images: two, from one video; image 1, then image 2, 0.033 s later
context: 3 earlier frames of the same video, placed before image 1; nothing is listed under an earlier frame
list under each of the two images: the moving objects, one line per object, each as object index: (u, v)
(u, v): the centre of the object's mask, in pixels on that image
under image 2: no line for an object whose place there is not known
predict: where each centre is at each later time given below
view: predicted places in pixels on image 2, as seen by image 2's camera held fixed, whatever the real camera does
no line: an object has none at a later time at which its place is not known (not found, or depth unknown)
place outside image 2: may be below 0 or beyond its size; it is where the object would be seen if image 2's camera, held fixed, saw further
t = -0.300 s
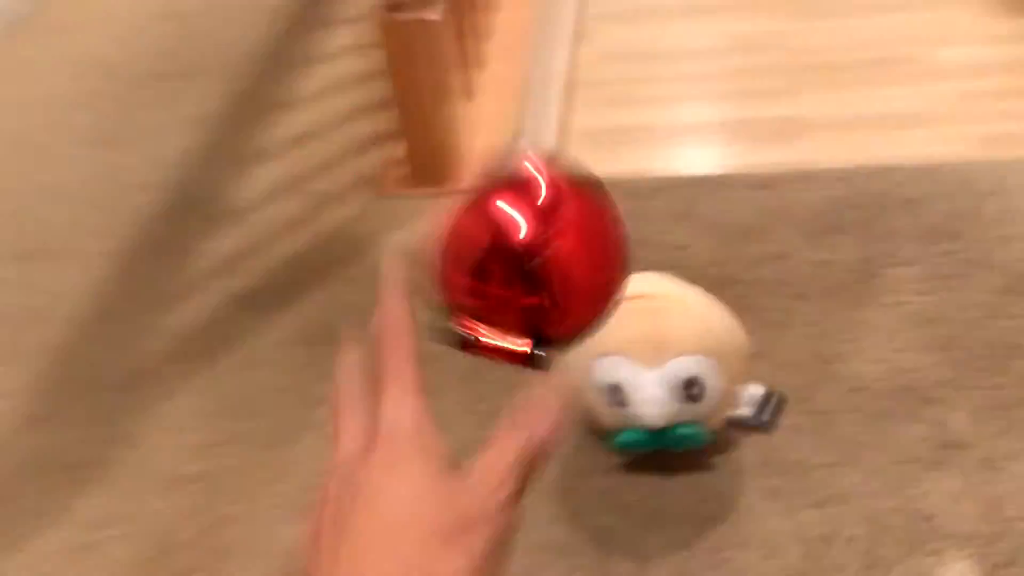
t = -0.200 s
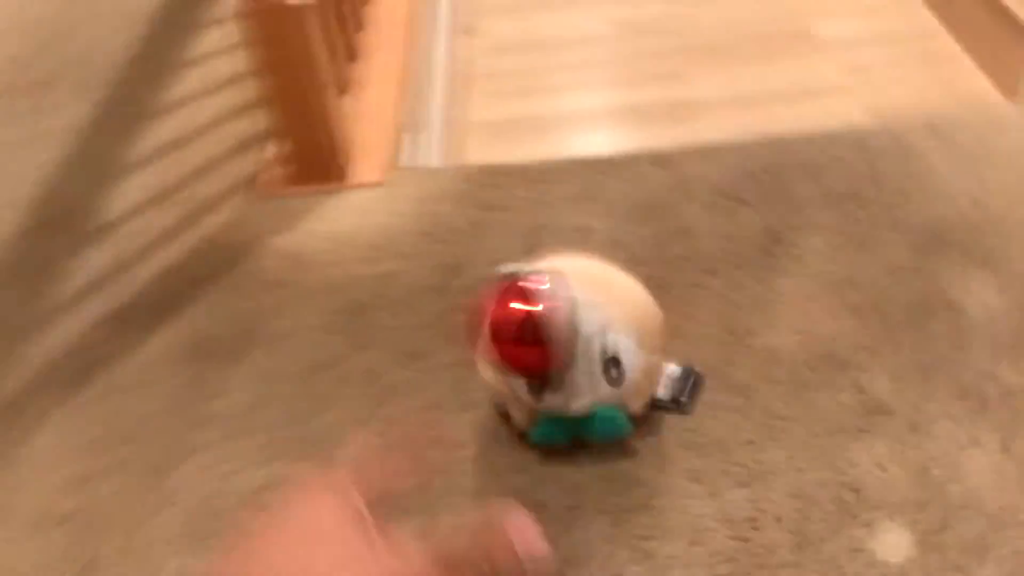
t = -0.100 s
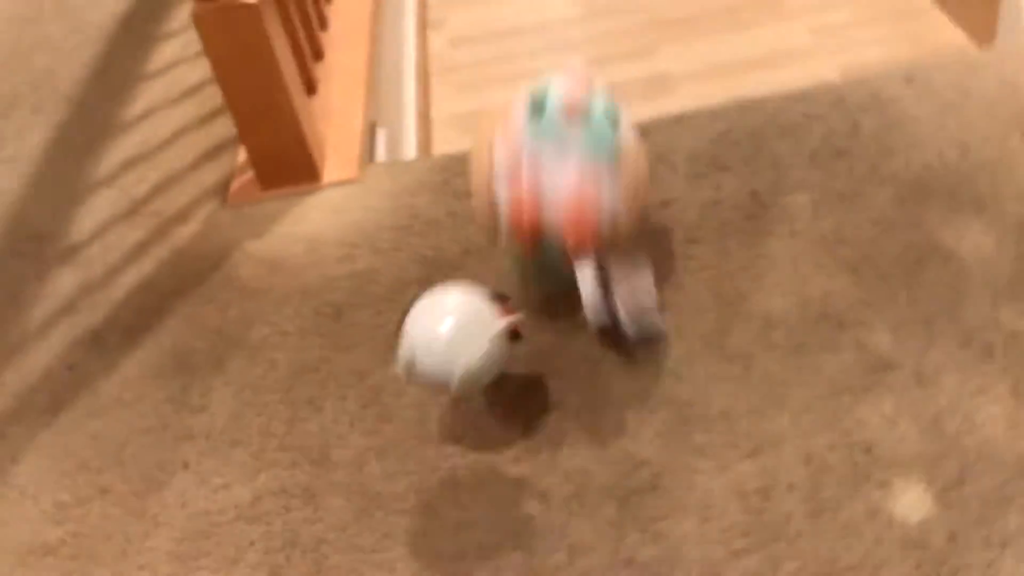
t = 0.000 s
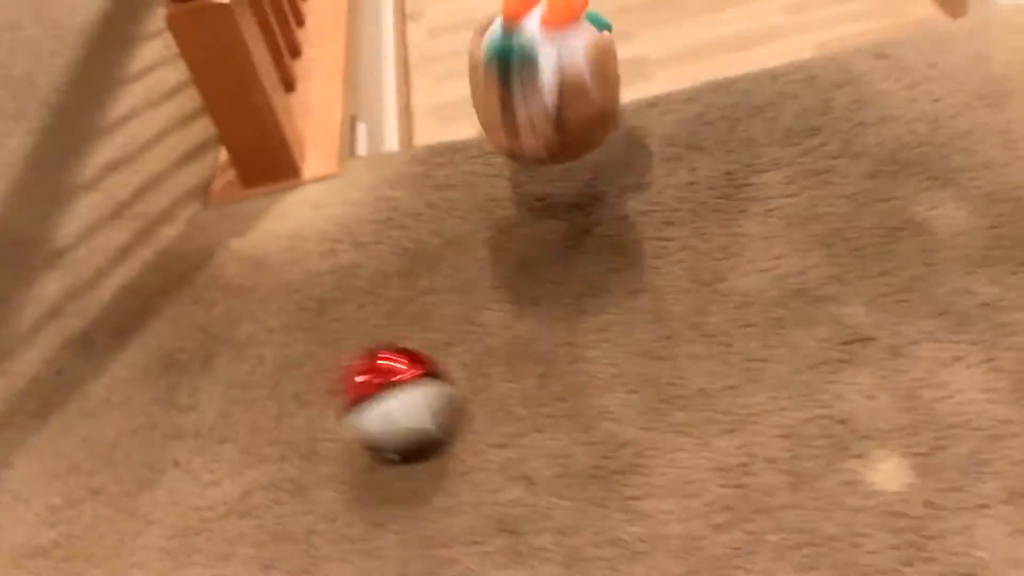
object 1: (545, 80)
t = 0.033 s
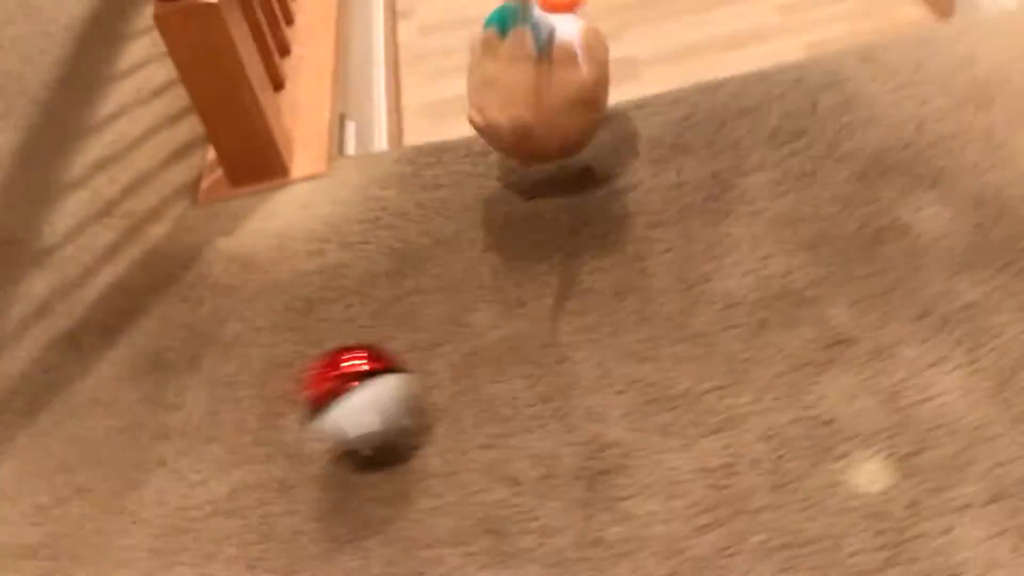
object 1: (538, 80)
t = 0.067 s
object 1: (545, 80)
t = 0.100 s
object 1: (562, 78)
